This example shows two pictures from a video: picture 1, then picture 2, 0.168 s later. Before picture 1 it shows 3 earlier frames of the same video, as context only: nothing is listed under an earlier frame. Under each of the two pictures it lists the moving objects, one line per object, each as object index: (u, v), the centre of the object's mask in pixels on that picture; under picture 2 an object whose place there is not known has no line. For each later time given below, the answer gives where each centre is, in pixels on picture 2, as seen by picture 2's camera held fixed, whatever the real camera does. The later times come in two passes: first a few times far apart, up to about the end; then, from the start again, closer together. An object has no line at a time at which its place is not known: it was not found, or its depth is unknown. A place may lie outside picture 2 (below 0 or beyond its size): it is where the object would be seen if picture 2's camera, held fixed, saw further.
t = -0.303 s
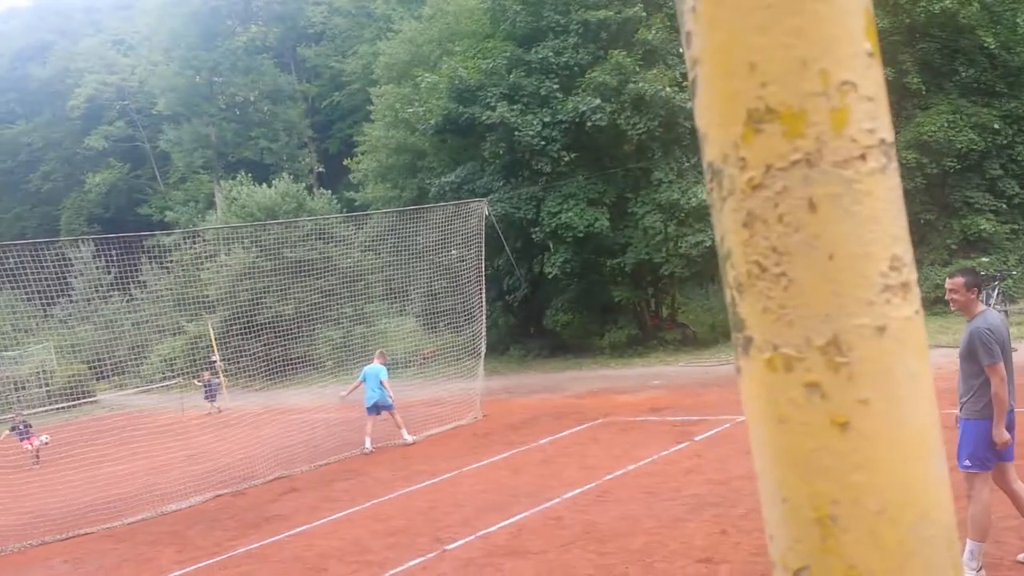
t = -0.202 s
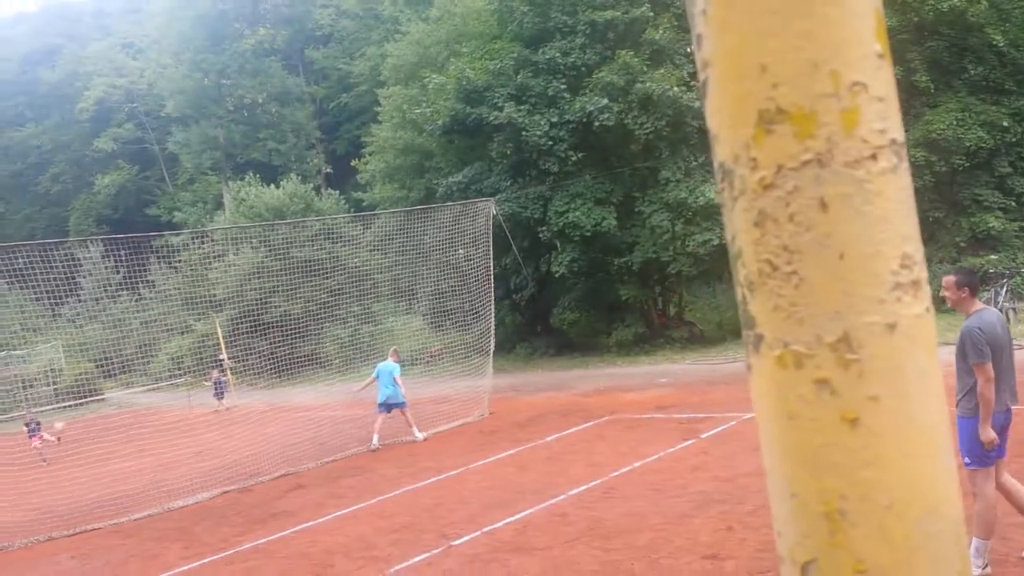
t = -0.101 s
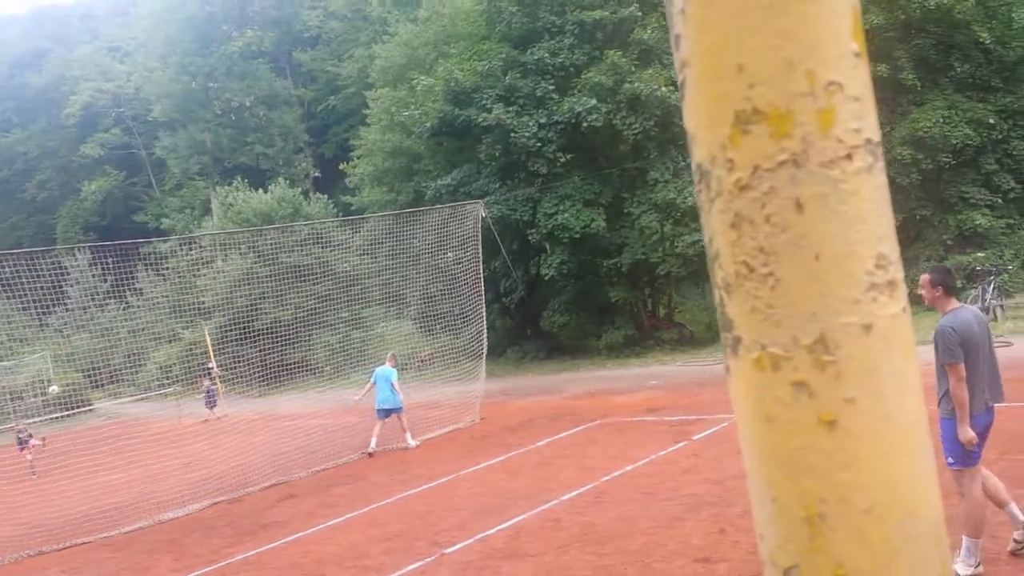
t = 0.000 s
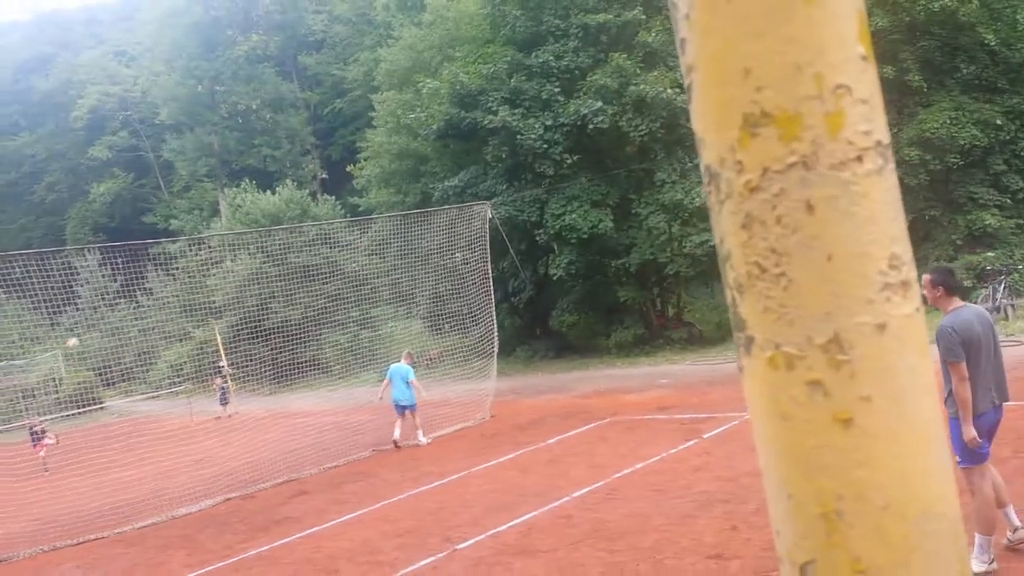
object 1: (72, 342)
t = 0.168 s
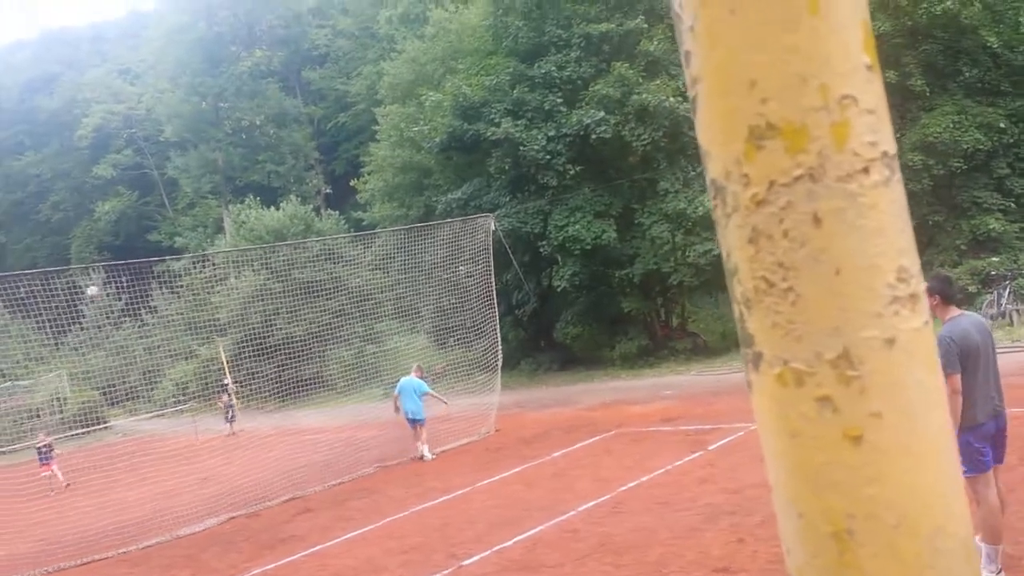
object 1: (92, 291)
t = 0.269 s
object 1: (104, 253)
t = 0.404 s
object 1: (125, 205)
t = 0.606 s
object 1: (161, 148)
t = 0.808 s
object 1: (207, 108)
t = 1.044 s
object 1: (273, 91)
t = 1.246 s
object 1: (346, 109)
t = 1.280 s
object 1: (361, 117)
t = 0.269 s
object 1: (104, 253)
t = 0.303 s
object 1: (110, 240)
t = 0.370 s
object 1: (120, 217)
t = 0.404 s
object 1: (125, 205)
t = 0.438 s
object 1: (132, 195)
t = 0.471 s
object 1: (136, 185)
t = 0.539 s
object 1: (149, 166)
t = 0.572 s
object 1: (154, 157)
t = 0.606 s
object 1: (161, 148)
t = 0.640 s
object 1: (168, 140)
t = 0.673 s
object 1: (175, 133)
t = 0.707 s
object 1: (183, 126)
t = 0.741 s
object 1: (190, 120)
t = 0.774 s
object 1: (199, 114)
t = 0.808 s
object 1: (207, 108)
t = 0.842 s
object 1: (215, 104)
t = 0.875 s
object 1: (224, 102)
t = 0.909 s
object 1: (233, 98)
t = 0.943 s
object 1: (243, 95)
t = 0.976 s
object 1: (254, 93)
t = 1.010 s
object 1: (263, 91)
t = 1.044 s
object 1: (273, 91)
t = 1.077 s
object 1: (284, 91)
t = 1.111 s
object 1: (298, 94)
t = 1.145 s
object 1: (310, 97)
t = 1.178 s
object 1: (322, 99)
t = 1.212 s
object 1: (333, 103)
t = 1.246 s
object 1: (346, 109)
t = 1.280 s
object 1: (361, 117)
